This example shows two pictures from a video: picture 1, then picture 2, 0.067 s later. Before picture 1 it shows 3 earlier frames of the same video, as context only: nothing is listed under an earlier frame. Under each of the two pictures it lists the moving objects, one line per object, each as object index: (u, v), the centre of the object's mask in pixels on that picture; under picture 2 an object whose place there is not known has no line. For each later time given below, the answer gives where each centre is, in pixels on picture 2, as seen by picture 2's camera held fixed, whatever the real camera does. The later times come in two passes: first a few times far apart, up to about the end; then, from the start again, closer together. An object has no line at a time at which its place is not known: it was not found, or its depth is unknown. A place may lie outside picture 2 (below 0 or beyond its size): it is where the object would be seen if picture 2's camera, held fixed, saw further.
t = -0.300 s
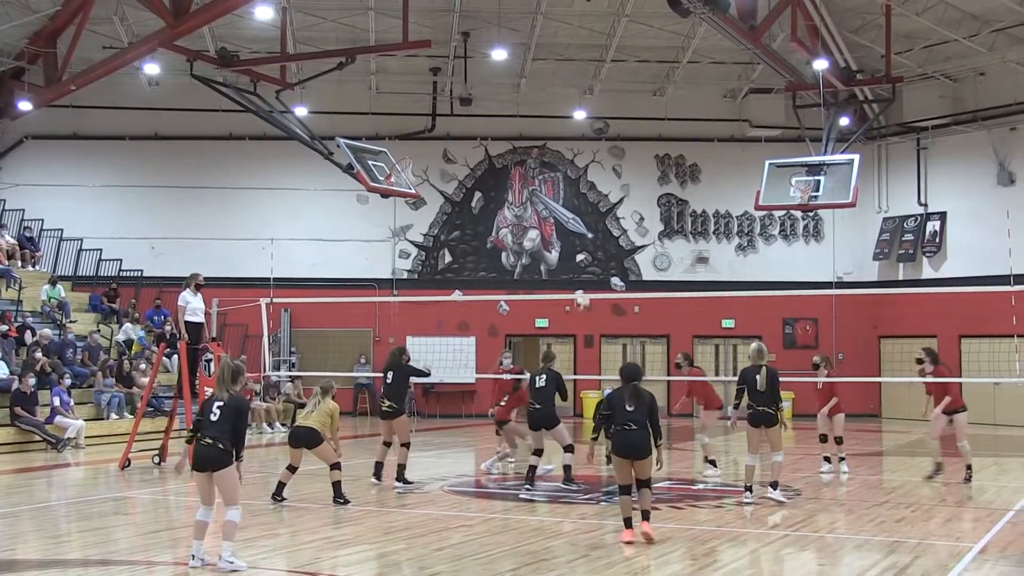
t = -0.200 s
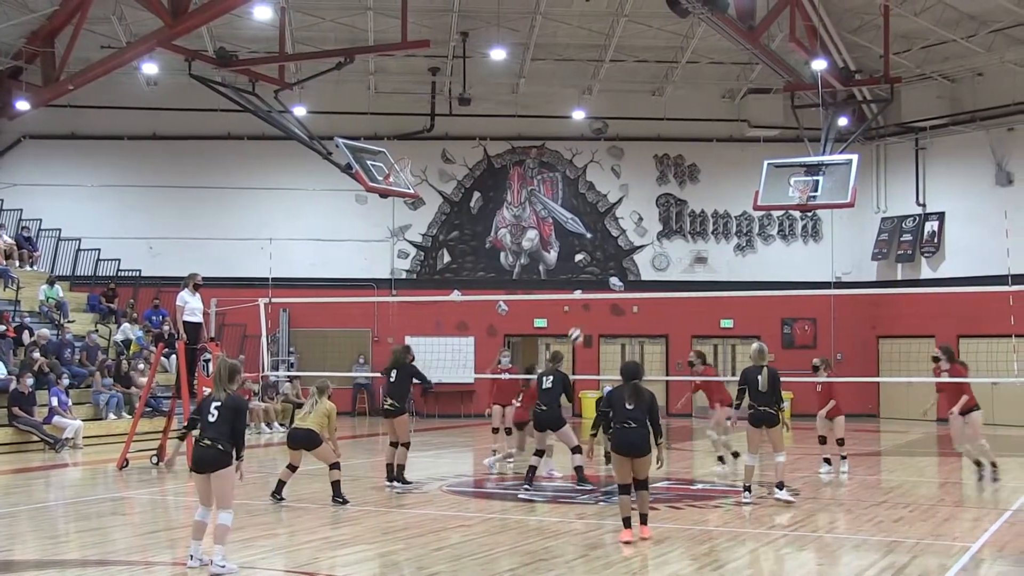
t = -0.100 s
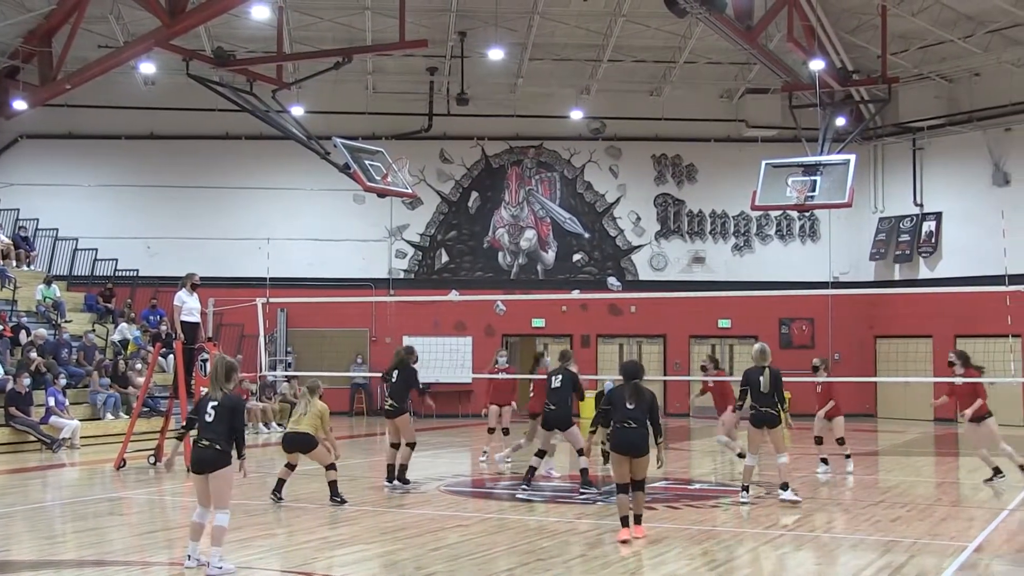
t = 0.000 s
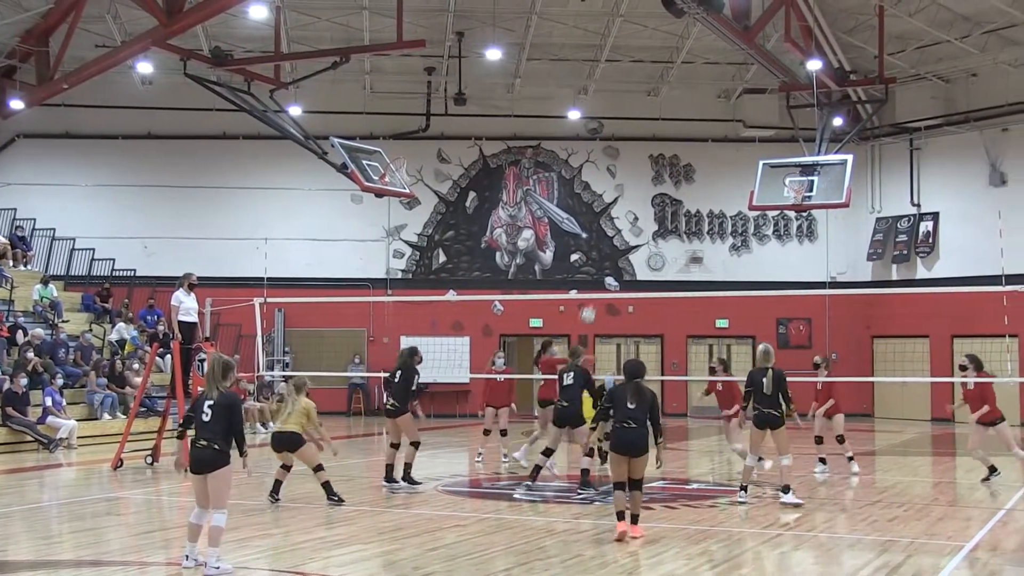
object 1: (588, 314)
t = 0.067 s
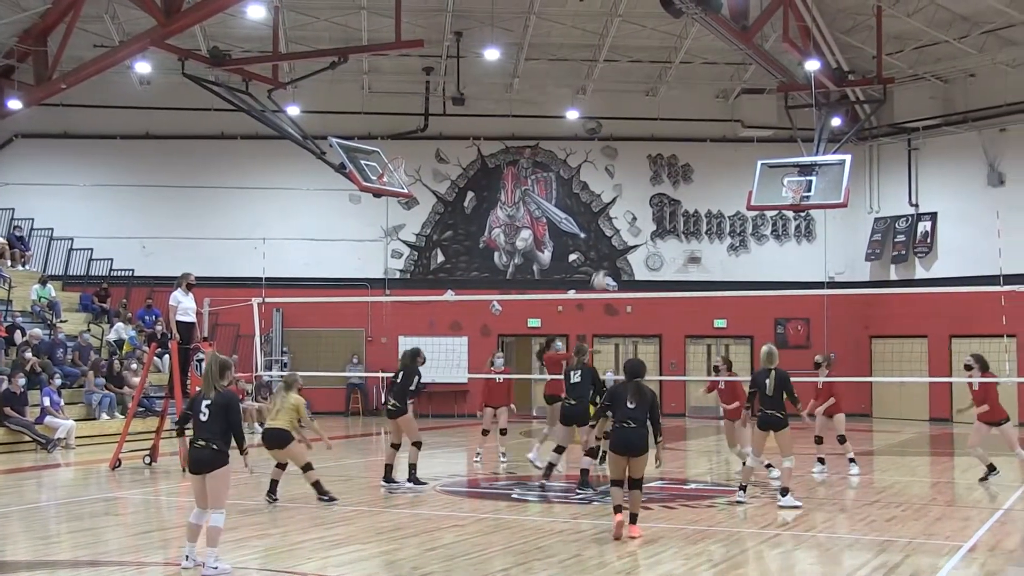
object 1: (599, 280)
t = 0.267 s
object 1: (640, 195)
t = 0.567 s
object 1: (704, 129)
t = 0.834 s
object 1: (761, 127)
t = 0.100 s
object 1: (606, 264)
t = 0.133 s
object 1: (613, 249)
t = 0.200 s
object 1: (627, 220)
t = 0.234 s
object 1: (634, 207)
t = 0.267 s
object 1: (640, 195)
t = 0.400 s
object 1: (669, 158)
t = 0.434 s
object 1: (675, 150)
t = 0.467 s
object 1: (683, 143)
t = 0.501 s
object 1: (690, 138)
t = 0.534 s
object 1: (697, 133)
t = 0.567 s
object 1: (704, 129)
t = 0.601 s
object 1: (711, 125)
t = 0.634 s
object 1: (718, 123)
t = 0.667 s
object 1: (725, 122)
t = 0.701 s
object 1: (732, 121)
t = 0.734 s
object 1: (740, 121)
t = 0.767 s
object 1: (747, 122)
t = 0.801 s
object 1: (754, 124)
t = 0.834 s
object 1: (761, 127)
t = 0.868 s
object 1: (768, 130)
